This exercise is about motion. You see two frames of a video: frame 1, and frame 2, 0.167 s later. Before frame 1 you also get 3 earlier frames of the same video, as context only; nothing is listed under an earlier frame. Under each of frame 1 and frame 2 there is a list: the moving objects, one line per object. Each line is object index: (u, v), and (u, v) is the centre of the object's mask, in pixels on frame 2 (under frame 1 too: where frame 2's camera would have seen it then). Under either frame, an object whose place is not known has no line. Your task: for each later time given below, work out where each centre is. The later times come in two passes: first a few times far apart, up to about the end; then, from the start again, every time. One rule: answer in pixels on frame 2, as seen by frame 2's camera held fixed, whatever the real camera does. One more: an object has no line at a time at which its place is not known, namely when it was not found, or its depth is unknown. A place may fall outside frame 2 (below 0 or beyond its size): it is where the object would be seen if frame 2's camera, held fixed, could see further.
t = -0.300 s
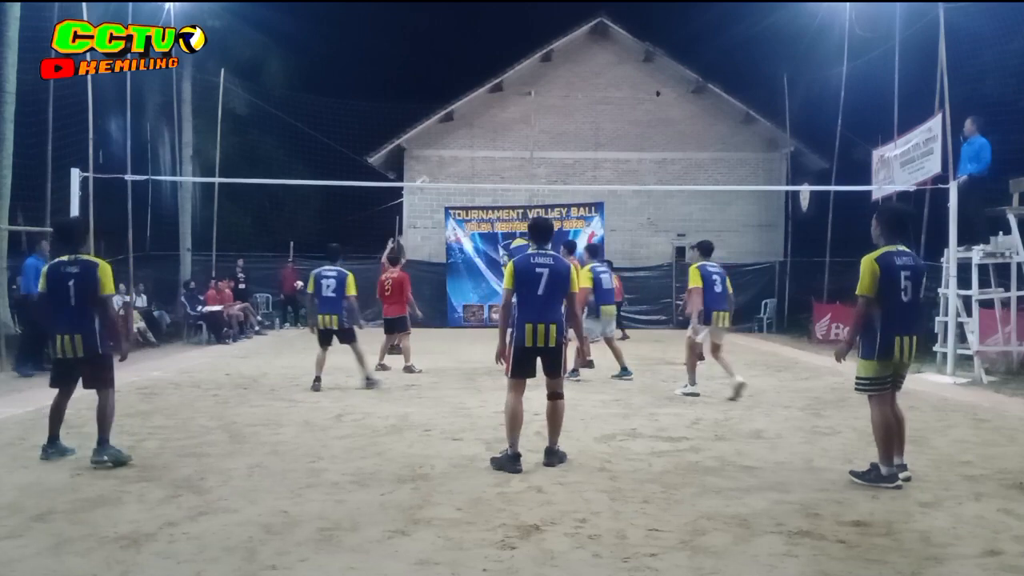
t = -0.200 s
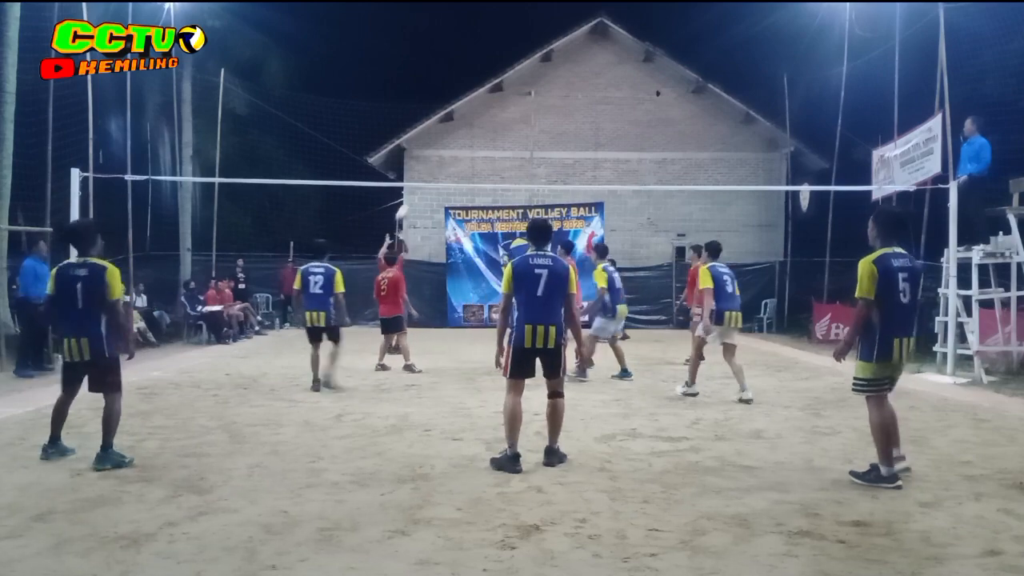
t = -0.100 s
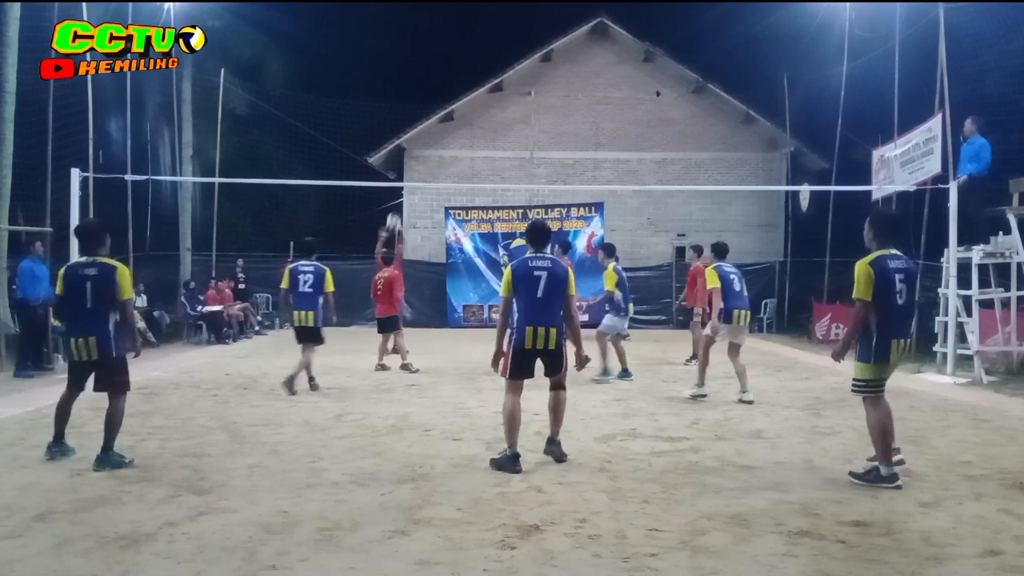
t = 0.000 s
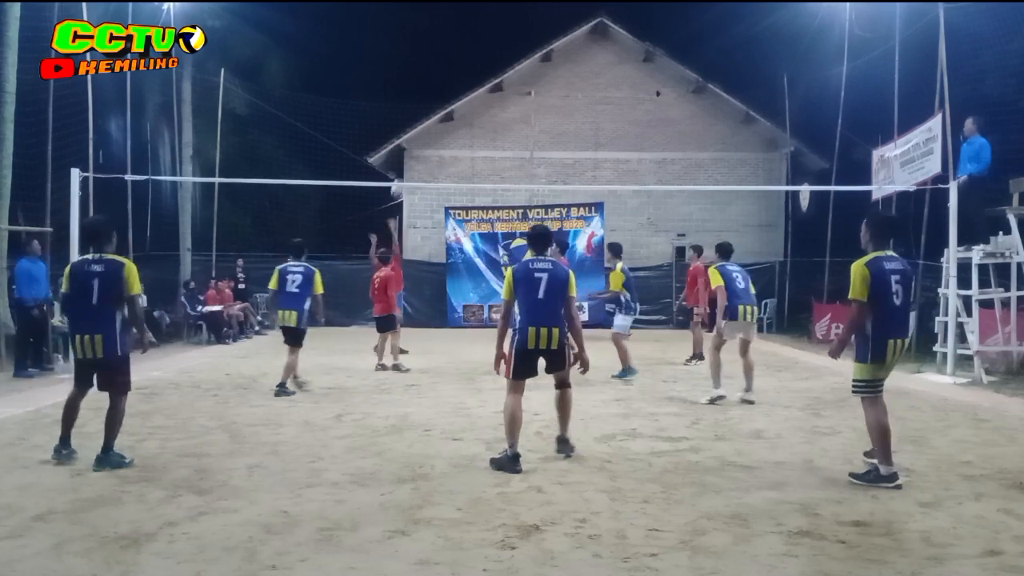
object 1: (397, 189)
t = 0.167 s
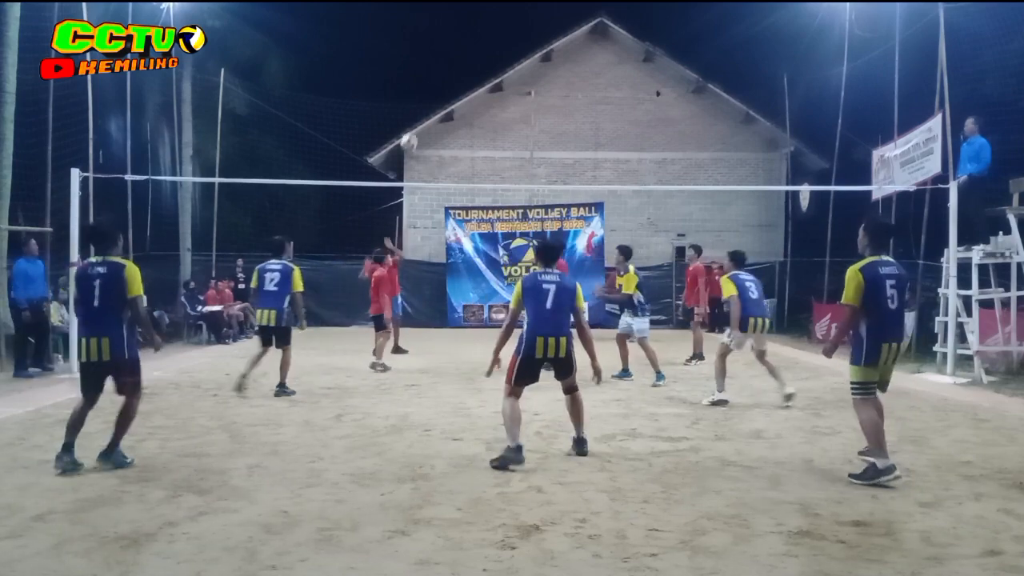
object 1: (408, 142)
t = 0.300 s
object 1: (419, 114)
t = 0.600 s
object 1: (450, 95)
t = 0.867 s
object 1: (486, 155)
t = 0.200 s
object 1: (410, 135)
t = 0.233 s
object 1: (414, 125)
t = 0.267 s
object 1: (415, 119)
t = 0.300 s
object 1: (419, 114)
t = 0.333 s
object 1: (422, 108)
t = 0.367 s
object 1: (425, 104)
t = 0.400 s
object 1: (428, 100)
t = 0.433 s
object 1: (431, 97)
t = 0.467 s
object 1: (435, 95)
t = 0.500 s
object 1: (439, 93)
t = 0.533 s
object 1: (442, 93)
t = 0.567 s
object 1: (446, 93)
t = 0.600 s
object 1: (450, 95)
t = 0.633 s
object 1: (453, 98)
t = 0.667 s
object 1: (458, 101)
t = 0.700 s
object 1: (462, 107)
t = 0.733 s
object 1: (466, 113)
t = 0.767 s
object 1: (471, 122)
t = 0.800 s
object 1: (476, 130)
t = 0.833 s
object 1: (481, 142)
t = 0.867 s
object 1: (486, 155)
